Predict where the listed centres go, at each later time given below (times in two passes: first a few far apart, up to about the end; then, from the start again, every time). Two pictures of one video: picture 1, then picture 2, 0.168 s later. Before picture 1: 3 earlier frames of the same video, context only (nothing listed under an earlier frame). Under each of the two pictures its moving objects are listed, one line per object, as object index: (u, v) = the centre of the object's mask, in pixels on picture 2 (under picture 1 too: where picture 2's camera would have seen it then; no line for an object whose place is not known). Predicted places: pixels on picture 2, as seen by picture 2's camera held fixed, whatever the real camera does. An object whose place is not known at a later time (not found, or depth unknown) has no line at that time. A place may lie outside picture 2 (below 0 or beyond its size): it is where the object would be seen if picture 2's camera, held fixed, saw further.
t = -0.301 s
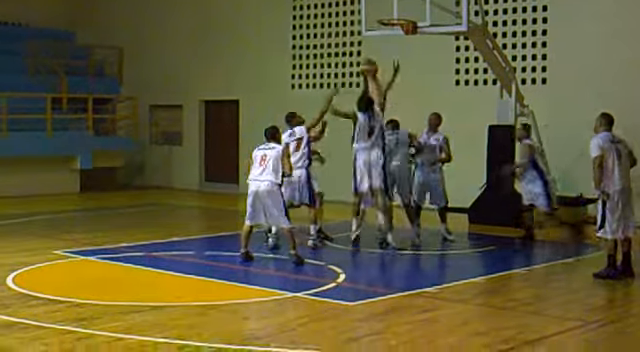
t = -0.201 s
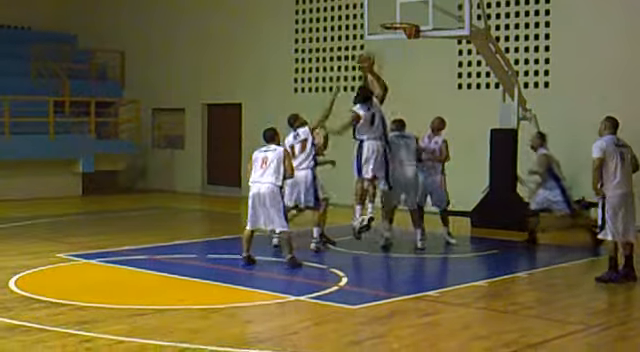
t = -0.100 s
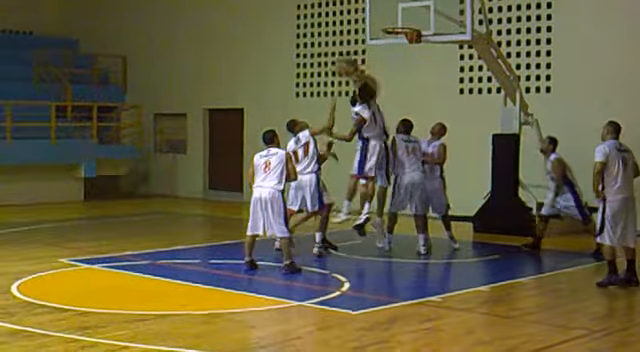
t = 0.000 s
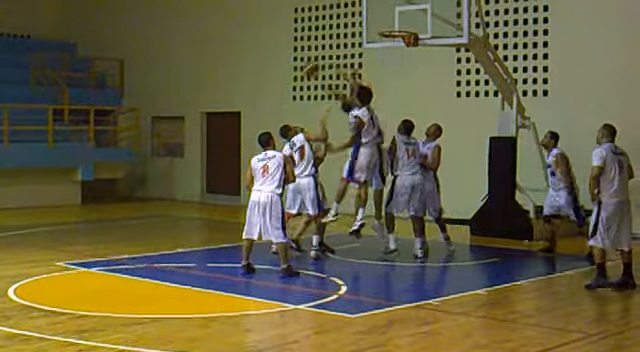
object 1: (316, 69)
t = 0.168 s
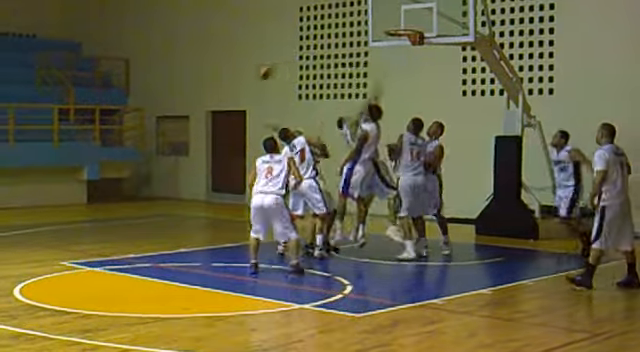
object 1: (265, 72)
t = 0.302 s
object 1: (221, 91)
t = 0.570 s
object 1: (143, 163)
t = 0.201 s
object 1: (254, 74)
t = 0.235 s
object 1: (244, 80)
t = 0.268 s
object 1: (230, 82)
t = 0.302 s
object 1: (221, 91)
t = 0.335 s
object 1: (216, 97)
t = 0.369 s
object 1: (202, 104)
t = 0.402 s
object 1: (195, 110)
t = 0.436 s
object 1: (181, 119)
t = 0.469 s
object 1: (172, 128)
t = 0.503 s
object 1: (162, 140)
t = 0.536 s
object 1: (153, 149)
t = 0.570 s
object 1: (143, 163)
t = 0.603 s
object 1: (133, 175)
